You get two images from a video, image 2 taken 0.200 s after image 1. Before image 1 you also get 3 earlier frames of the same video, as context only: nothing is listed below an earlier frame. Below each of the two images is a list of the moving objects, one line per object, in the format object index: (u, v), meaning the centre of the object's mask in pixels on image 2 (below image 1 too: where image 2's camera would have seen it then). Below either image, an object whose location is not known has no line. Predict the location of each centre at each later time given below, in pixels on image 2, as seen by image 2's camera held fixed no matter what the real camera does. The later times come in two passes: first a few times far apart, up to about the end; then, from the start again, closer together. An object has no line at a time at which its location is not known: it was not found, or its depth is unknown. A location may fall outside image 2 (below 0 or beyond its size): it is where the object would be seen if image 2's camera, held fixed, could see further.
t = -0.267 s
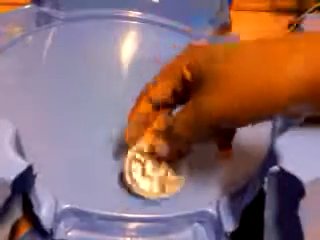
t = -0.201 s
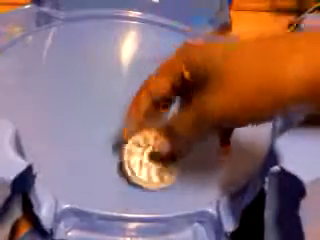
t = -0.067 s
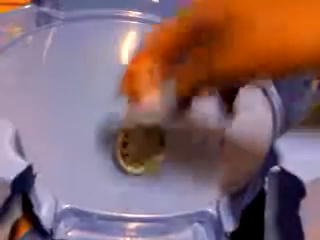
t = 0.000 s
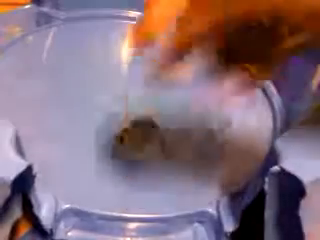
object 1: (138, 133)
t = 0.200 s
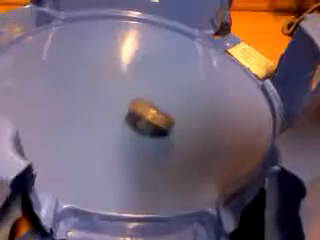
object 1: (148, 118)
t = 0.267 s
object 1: (151, 115)
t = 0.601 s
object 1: (132, 111)
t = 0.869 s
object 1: (130, 112)
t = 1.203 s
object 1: (150, 112)
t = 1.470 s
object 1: (147, 110)
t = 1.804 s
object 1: (130, 113)
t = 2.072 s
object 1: (135, 110)
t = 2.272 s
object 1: (148, 110)
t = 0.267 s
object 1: (151, 115)
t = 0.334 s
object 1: (151, 112)
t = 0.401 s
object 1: (147, 110)
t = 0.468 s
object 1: (141, 110)
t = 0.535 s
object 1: (135, 110)
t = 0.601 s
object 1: (132, 111)
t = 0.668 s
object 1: (130, 113)
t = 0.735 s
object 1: (130, 114)
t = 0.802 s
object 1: (130, 114)
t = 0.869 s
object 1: (130, 112)
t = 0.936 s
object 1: (133, 110)
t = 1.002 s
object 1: (137, 110)
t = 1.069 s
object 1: (141, 109)
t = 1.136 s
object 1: (147, 110)
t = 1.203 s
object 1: (150, 112)
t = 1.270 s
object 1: (151, 113)
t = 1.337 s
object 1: (151, 113)
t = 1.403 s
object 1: (150, 112)
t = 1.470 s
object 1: (147, 110)
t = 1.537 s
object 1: (143, 109)
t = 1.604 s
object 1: (137, 109)
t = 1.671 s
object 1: (134, 110)
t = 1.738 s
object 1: (131, 112)
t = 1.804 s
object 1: (130, 113)
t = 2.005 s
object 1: (132, 112)
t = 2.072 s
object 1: (135, 110)
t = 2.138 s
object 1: (139, 109)
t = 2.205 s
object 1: (144, 109)
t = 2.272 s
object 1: (148, 110)
